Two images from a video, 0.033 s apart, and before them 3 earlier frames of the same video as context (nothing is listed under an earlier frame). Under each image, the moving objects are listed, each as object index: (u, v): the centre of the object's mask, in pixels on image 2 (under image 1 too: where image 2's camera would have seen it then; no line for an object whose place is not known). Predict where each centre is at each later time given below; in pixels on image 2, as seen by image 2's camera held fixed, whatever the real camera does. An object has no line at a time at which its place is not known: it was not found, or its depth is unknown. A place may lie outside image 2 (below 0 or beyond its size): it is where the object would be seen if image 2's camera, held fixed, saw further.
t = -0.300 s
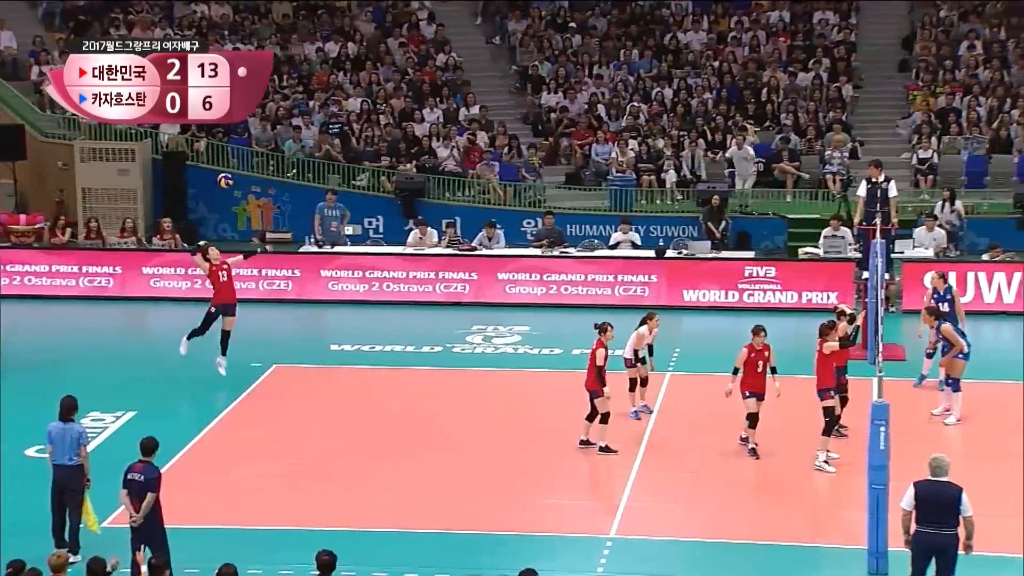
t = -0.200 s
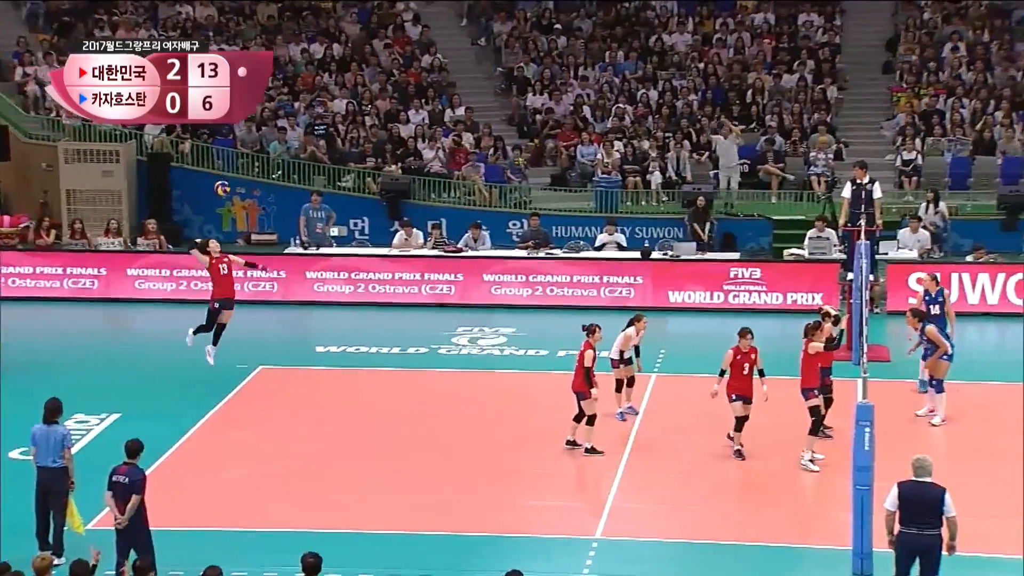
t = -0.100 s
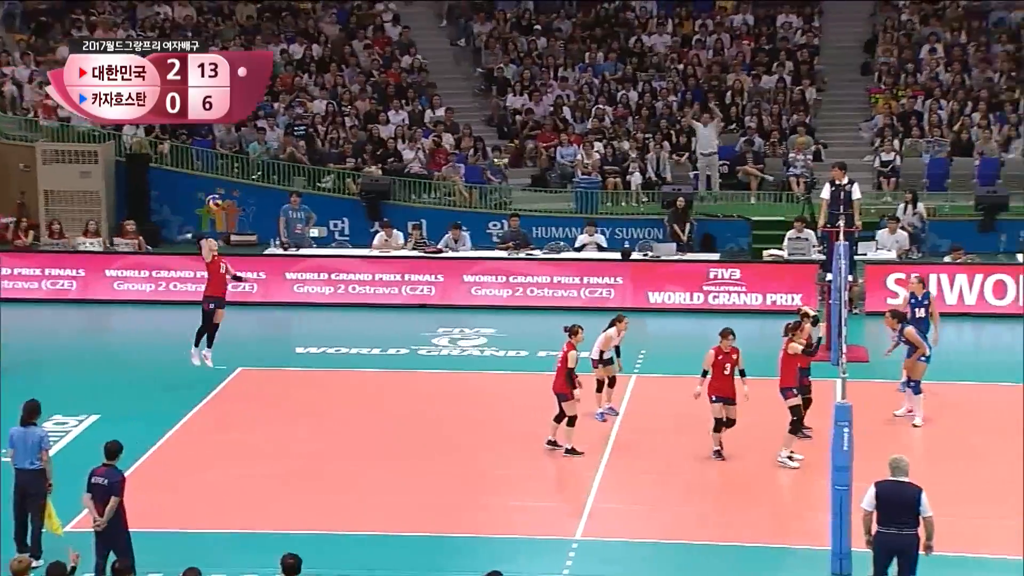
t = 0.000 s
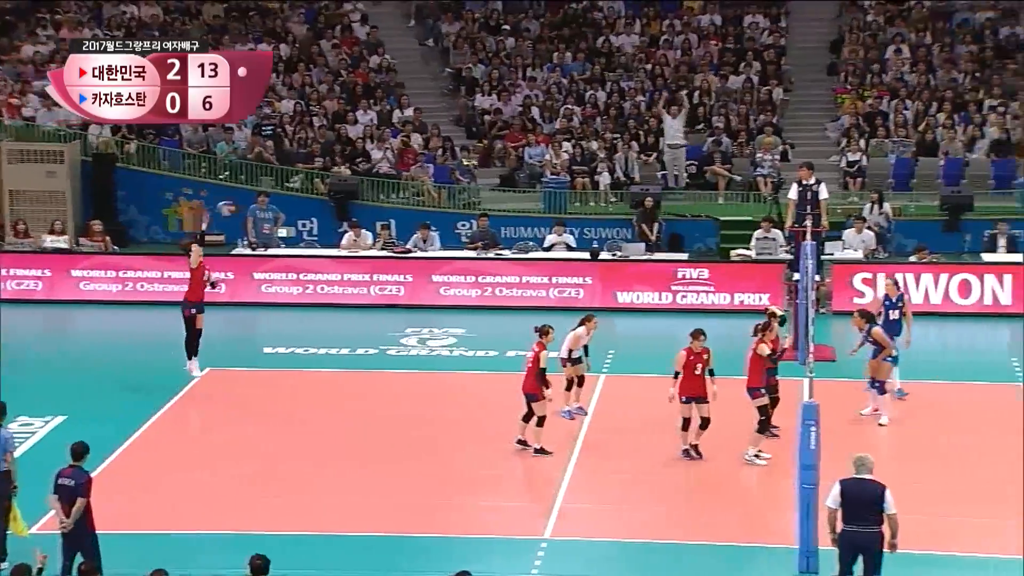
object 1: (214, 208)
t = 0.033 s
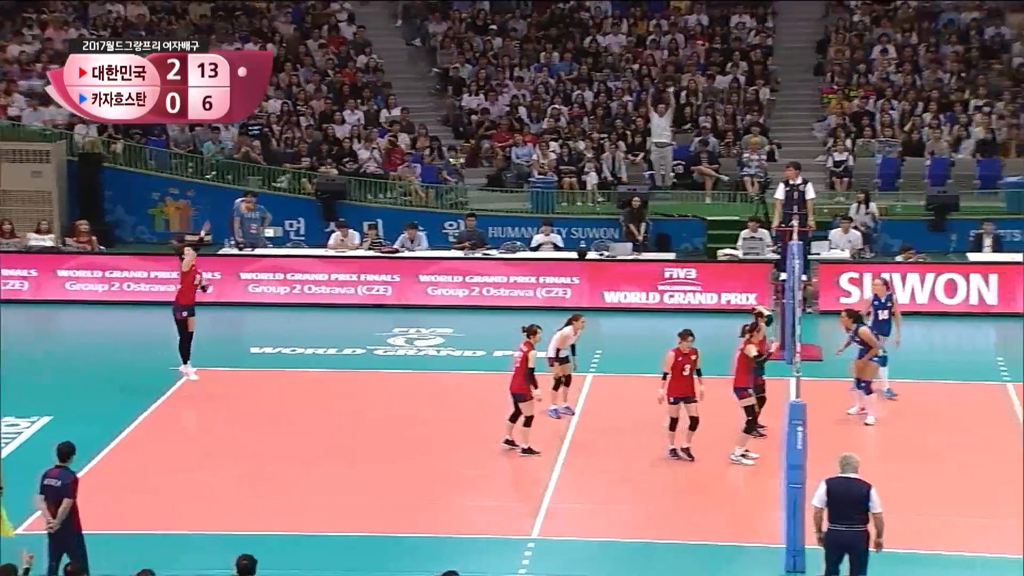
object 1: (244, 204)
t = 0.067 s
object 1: (273, 203)
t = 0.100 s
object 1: (302, 201)
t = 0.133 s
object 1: (332, 200)
